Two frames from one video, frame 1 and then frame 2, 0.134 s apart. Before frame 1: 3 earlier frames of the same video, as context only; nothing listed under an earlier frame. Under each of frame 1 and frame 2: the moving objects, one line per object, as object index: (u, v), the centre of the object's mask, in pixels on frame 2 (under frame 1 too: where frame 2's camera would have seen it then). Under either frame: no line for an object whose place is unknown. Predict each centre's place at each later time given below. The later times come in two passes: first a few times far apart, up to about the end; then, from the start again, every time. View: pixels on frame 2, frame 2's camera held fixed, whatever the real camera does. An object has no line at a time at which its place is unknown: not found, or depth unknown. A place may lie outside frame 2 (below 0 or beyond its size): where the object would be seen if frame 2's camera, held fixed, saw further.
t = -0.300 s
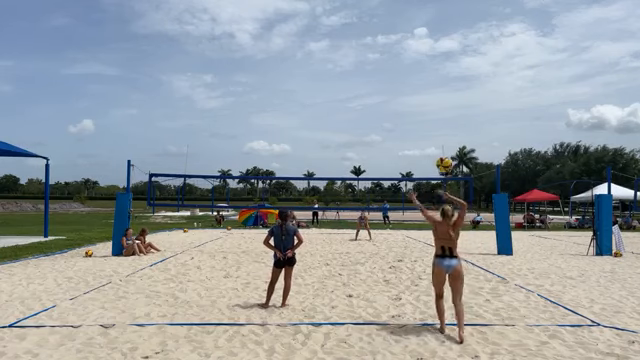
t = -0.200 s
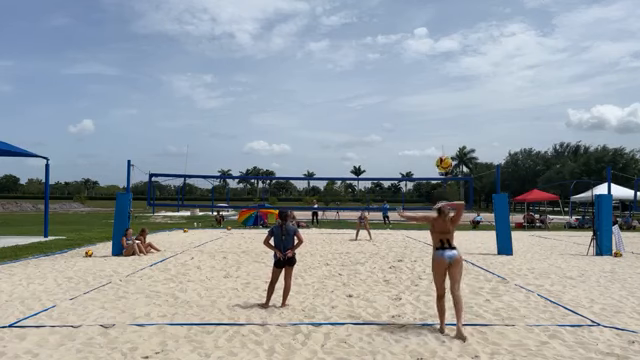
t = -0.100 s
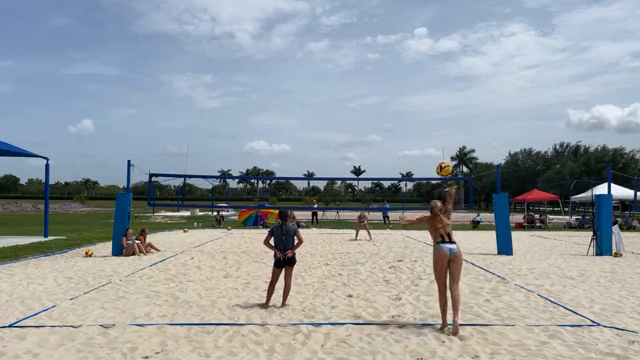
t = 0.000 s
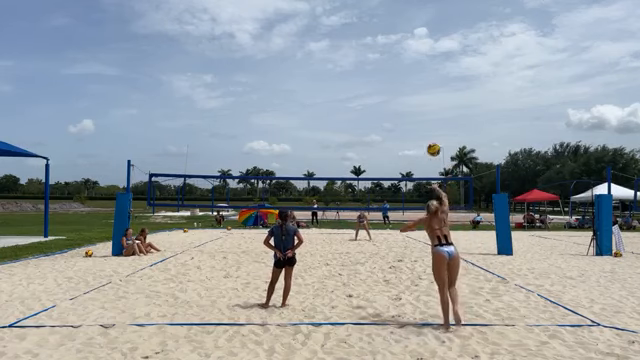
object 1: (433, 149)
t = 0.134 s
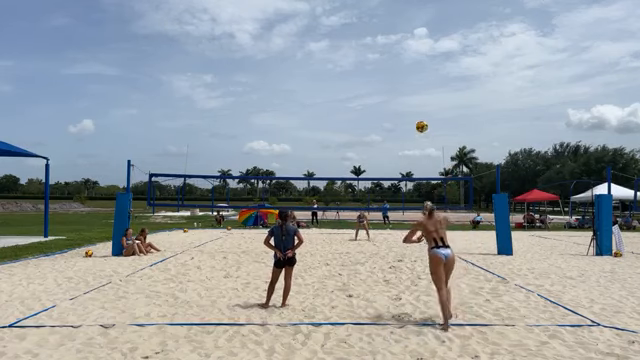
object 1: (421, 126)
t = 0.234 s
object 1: (416, 119)
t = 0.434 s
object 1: (410, 120)
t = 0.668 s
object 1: (407, 135)
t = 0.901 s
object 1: (408, 162)
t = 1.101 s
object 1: (410, 189)
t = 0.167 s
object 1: (419, 122)
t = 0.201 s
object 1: (417, 120)
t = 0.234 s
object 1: (416, 119)
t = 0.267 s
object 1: (414, 118)
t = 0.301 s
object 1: (413, 117)
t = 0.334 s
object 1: (412, 118)
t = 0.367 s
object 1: (411, 117)
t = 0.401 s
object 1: (410, 119)
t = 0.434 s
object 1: (410, 120)
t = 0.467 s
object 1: (409, 121)
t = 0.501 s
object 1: (409, 123)
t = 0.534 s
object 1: (408, 125)
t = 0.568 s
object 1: (408, 127)
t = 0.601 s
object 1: (408, 129)
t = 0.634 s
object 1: (408, 132)
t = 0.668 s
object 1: (407, 135)
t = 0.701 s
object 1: (407, 138)
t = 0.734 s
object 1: (407, 141)
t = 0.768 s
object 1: (407, 145)
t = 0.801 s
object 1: (408, 149)
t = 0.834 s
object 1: (408, 153)
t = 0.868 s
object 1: (408, 157)
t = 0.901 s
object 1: (408, 162)
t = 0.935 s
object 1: (408, 166)
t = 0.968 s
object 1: (409, 170)
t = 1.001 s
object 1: (409, 174)
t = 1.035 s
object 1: (409, 174)
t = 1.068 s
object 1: (410, 185)
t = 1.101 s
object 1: (410, 189)
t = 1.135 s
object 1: (411, 195)
